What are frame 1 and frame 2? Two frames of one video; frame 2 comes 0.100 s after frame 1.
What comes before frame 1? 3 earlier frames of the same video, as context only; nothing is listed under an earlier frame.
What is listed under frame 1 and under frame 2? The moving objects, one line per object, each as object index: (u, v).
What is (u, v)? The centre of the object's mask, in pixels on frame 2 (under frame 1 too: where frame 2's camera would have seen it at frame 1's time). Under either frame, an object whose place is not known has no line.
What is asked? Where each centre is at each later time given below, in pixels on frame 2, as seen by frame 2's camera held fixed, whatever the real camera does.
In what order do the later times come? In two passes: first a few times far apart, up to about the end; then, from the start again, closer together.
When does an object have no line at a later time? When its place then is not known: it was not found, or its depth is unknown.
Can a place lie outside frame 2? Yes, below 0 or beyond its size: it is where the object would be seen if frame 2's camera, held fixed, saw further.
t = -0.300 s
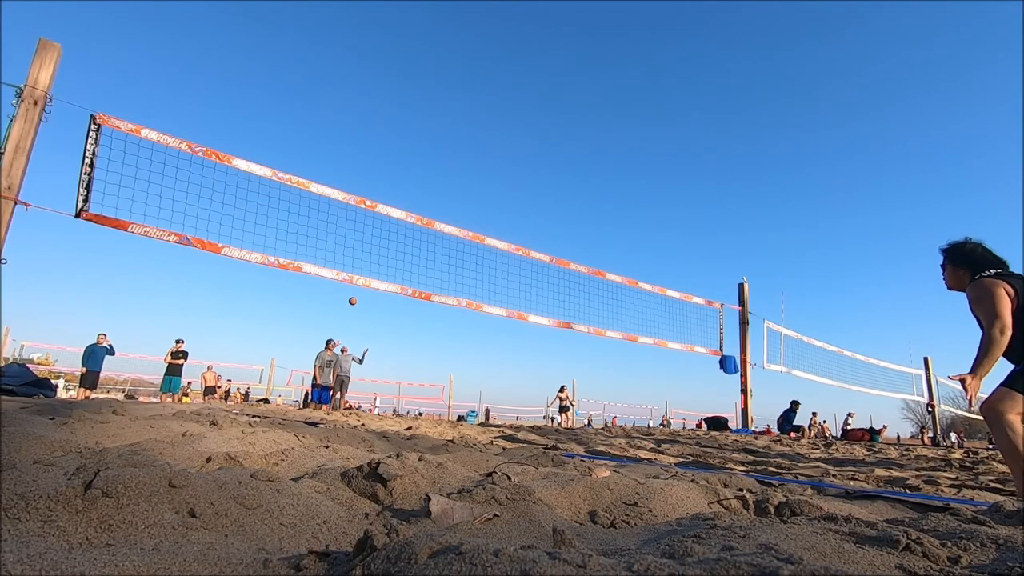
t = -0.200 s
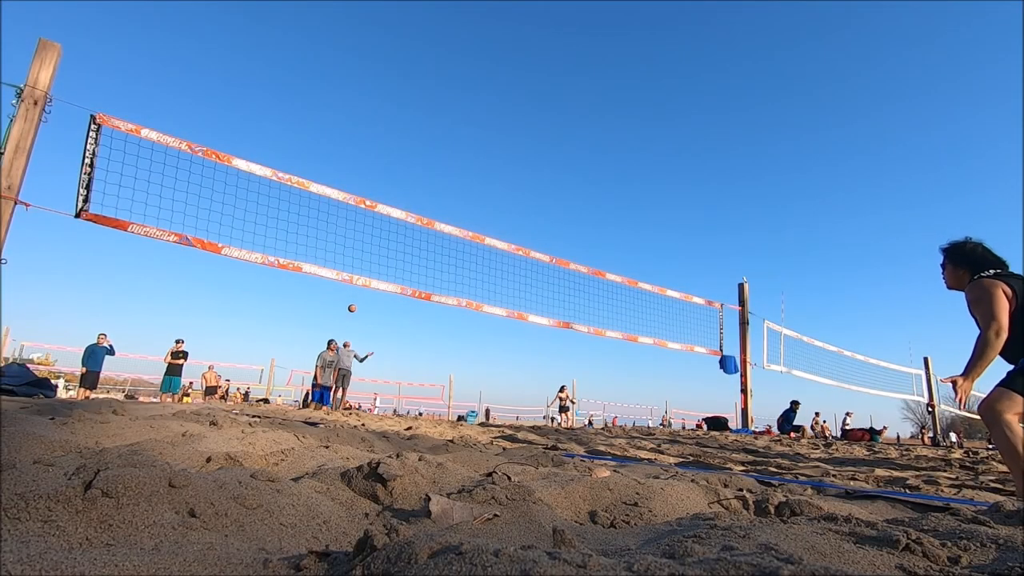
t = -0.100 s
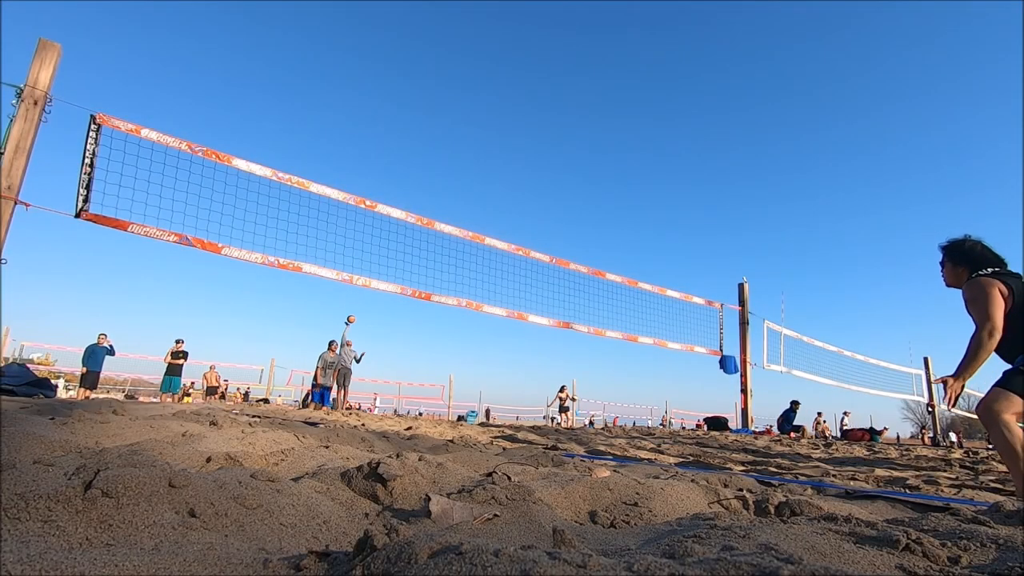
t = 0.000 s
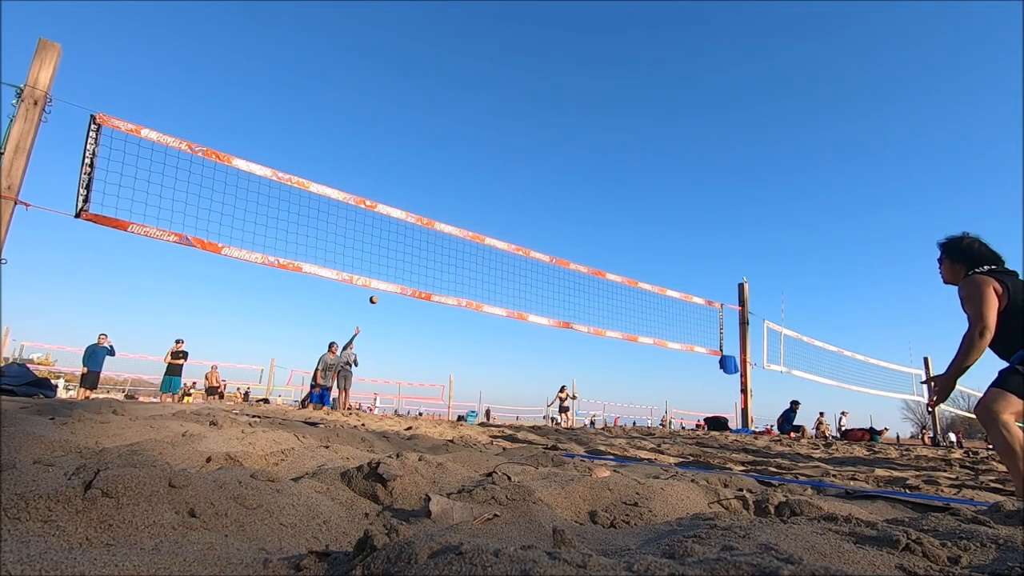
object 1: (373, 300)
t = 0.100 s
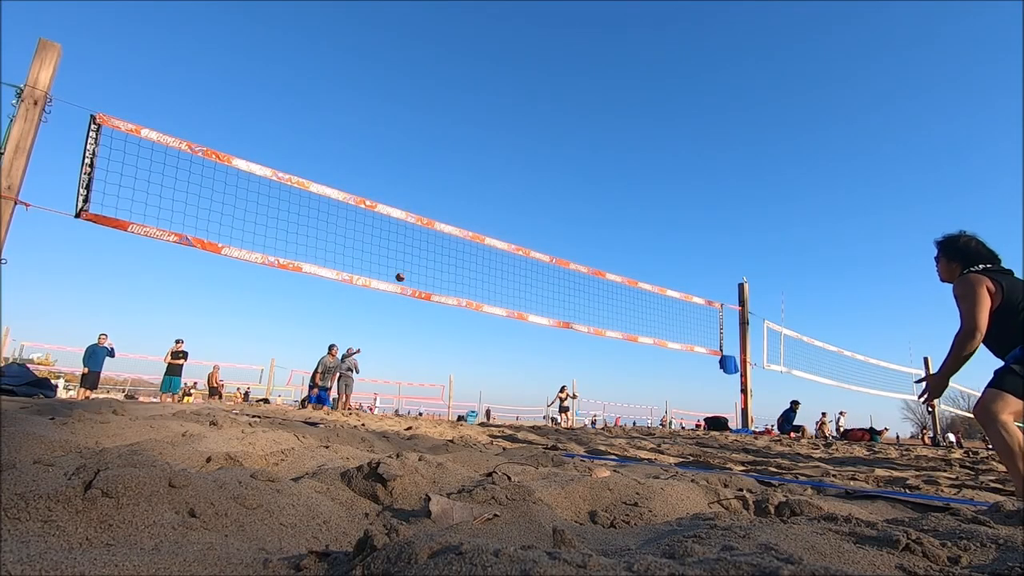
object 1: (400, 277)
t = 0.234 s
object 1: (439, 250)
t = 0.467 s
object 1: (522, 210)
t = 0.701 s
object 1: (632, 181)
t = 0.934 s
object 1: (790, 176)
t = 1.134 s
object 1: (1010, 215)
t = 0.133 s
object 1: (409, 270)
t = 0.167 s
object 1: (419, 263)
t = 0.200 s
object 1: (428, 256)
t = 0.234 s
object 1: (439, 250)
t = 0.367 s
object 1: (484, 226)
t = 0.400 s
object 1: (496, 220)
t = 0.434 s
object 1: (509, 215)
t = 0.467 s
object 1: (522, 210)
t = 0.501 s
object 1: (536, 205)
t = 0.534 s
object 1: (550, 200)
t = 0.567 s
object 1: (565, 195)
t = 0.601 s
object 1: (580, 191)
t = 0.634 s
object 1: (597, 188)
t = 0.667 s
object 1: (614, 185)
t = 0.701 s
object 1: (632, 181)
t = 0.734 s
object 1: (651, 179)
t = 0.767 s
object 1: (670, 177)
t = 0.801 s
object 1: (691, 175)
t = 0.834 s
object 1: (714, 174)
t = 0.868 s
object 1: (738, 174)
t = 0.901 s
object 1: (763, 174)
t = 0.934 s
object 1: (790, 176)
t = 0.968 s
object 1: (819, 178)
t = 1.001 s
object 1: (851, 182)
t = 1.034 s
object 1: (885, 188)
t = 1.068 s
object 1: (923, 195)
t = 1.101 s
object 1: (965, 204)
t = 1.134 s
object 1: (1010, 215)
